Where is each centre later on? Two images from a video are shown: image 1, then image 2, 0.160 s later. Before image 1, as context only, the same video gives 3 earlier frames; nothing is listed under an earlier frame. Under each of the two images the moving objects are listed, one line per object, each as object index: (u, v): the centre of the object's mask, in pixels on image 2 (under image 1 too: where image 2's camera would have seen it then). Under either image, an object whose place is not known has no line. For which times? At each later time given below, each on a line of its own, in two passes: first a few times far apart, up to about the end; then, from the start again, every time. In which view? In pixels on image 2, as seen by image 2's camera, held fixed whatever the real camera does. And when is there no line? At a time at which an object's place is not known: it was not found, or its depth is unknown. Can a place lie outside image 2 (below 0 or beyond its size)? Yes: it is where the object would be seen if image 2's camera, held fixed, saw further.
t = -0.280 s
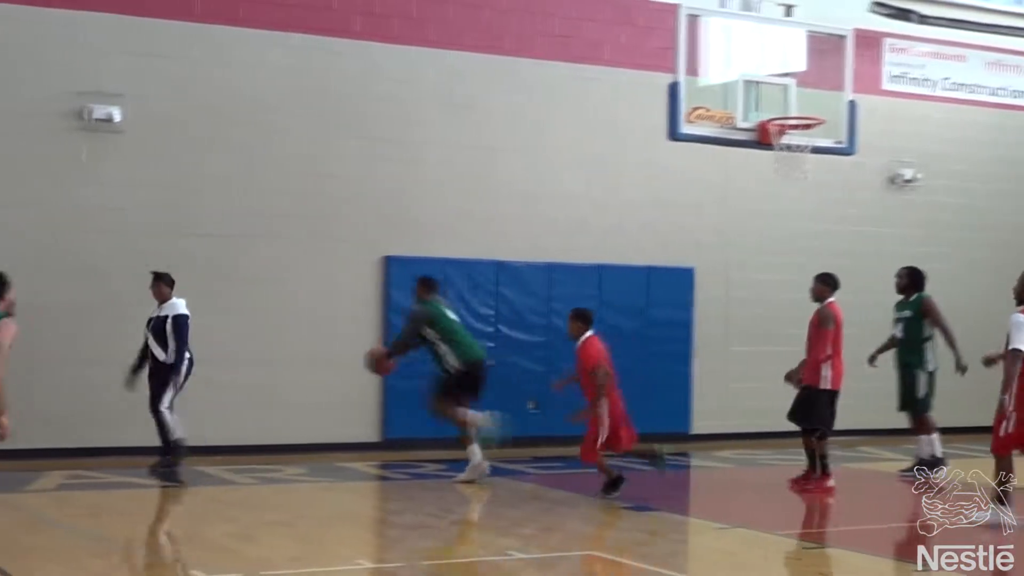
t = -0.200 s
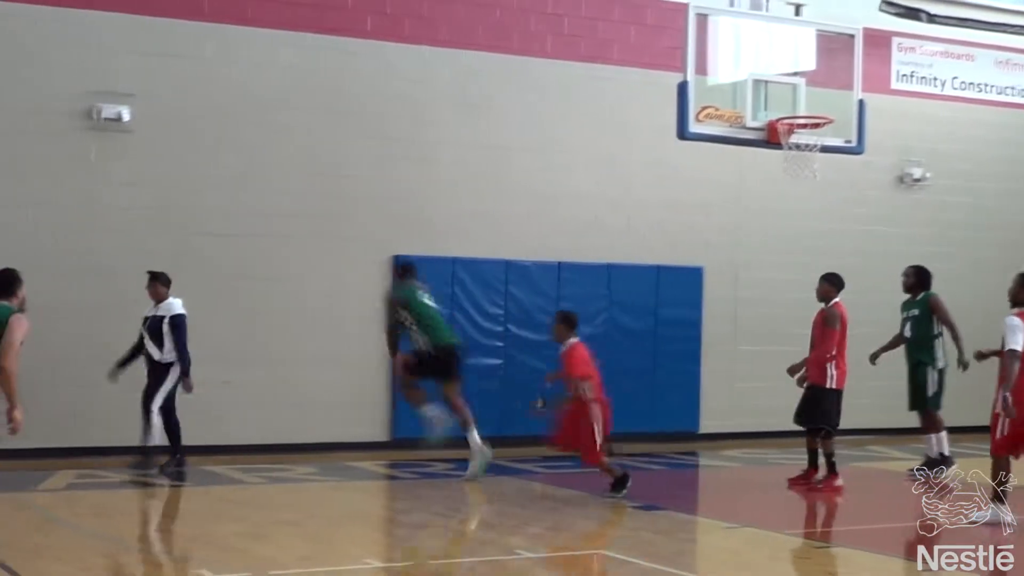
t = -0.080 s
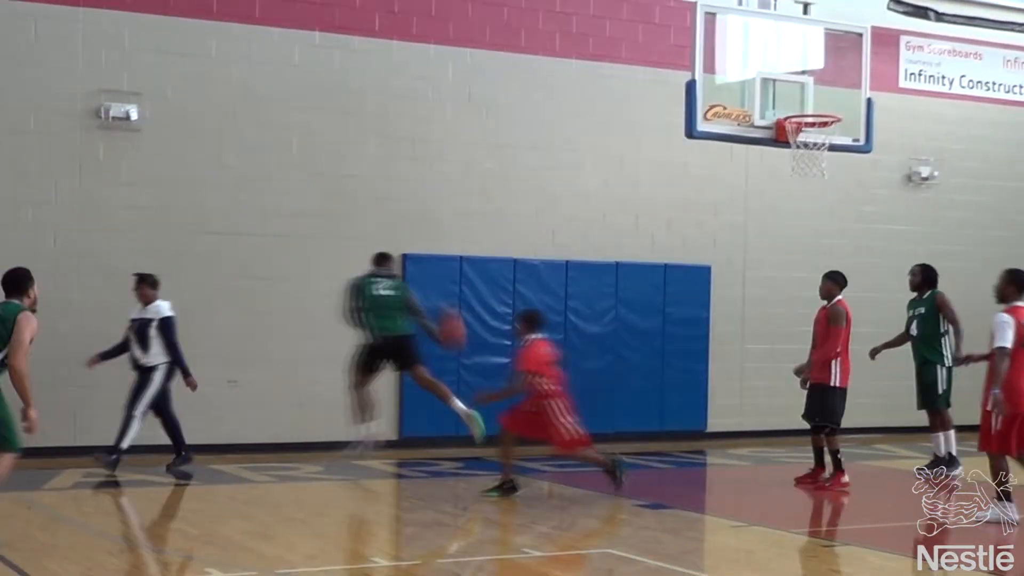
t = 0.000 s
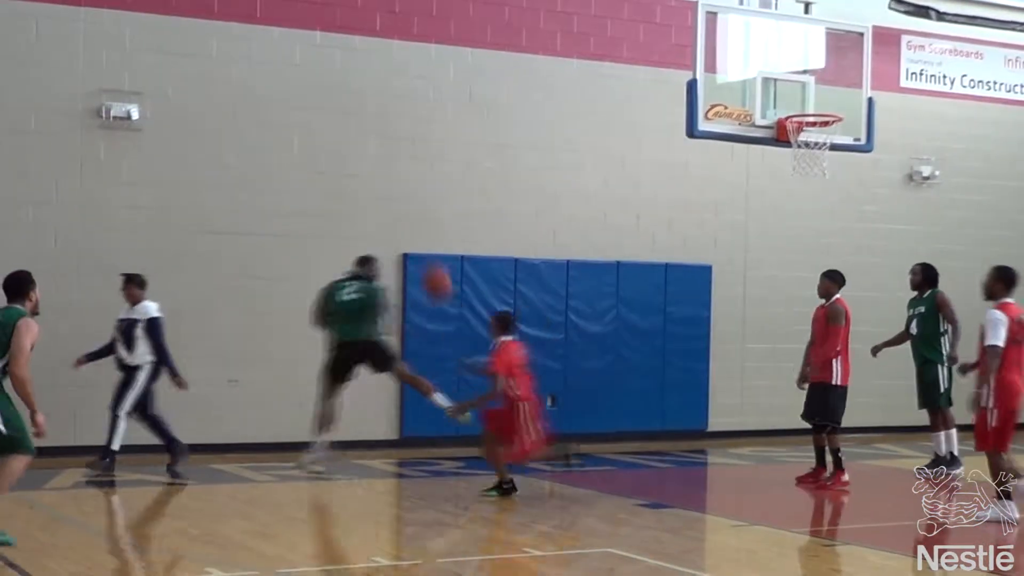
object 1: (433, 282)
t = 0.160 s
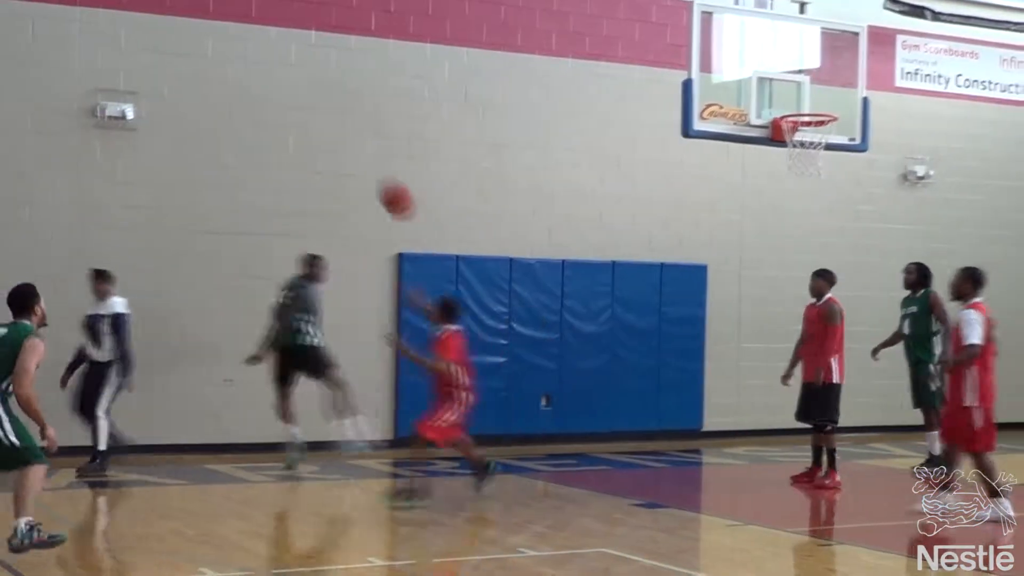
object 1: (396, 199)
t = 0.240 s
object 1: (377, 168)
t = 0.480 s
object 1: (312, 112)
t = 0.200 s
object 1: (388, 183)
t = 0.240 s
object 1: (377, 168)
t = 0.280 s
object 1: (367, 153)
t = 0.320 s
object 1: (358, 142)
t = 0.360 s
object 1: (347, 131)
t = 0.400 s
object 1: (336, 123)
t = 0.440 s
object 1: (325, 117)
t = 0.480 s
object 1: (312, 112)
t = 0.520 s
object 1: (300, 111)
